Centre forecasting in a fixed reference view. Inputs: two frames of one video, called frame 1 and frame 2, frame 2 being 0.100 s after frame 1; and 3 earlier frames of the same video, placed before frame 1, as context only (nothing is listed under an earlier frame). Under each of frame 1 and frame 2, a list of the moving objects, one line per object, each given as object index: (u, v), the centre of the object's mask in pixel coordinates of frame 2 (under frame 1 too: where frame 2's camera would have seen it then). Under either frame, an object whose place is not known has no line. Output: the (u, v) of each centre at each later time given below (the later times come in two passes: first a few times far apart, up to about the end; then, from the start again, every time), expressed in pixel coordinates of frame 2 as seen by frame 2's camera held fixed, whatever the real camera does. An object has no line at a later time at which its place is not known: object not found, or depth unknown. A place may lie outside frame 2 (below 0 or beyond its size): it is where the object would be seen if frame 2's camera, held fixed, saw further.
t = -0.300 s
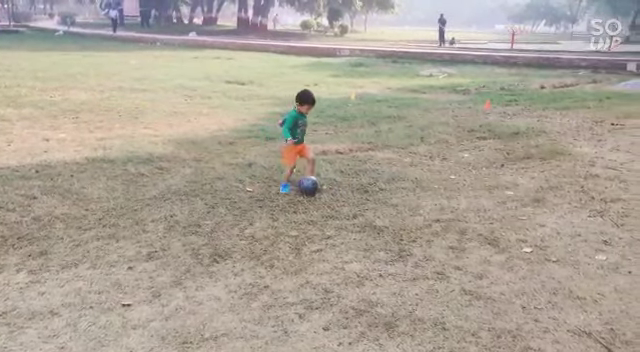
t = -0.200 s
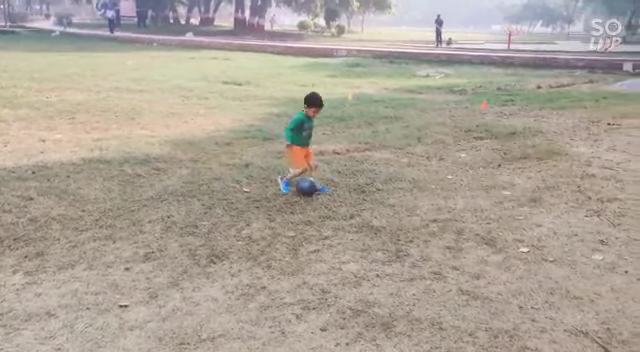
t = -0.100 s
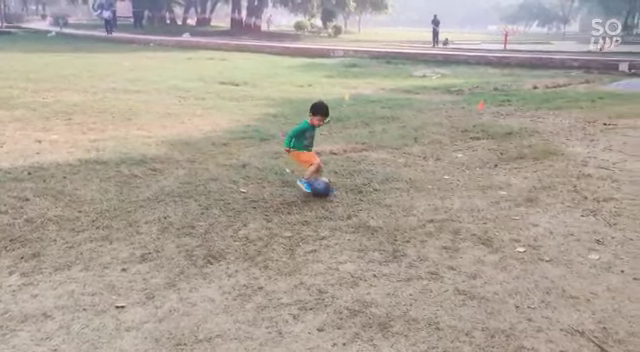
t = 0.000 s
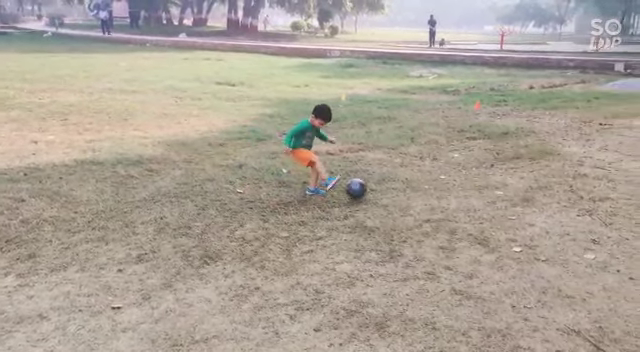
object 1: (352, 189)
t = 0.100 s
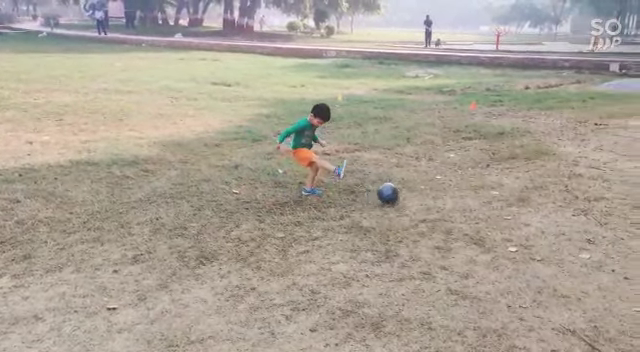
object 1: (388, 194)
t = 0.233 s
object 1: (424, 196)
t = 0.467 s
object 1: (479, 198)
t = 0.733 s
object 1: (536, 200)
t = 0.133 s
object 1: (397, 194)
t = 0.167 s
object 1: (406, 194)
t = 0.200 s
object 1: (415, 195)
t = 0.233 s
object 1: (424, 196)
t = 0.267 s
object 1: (432, 196)
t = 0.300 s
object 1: (440, 196)
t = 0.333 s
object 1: (448, 196)
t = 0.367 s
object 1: (456, 198)
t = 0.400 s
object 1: (464, 198)
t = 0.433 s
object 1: (471, 197)
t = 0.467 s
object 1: (479, 198)
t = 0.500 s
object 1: (487, 199)
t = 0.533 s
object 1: (494, 199)
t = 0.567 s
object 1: (501, 199)
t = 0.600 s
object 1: (508, 199)
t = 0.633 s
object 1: (515, 200)
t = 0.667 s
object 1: (522, 199)
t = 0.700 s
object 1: (529, 199)
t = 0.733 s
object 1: (536, 200)
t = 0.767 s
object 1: (542, 201)
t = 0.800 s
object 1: (549, 201)
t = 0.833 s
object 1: (555, 201)
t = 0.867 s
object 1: (562, 202)
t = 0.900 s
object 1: (568, 202)
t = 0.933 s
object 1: (575, 201)
